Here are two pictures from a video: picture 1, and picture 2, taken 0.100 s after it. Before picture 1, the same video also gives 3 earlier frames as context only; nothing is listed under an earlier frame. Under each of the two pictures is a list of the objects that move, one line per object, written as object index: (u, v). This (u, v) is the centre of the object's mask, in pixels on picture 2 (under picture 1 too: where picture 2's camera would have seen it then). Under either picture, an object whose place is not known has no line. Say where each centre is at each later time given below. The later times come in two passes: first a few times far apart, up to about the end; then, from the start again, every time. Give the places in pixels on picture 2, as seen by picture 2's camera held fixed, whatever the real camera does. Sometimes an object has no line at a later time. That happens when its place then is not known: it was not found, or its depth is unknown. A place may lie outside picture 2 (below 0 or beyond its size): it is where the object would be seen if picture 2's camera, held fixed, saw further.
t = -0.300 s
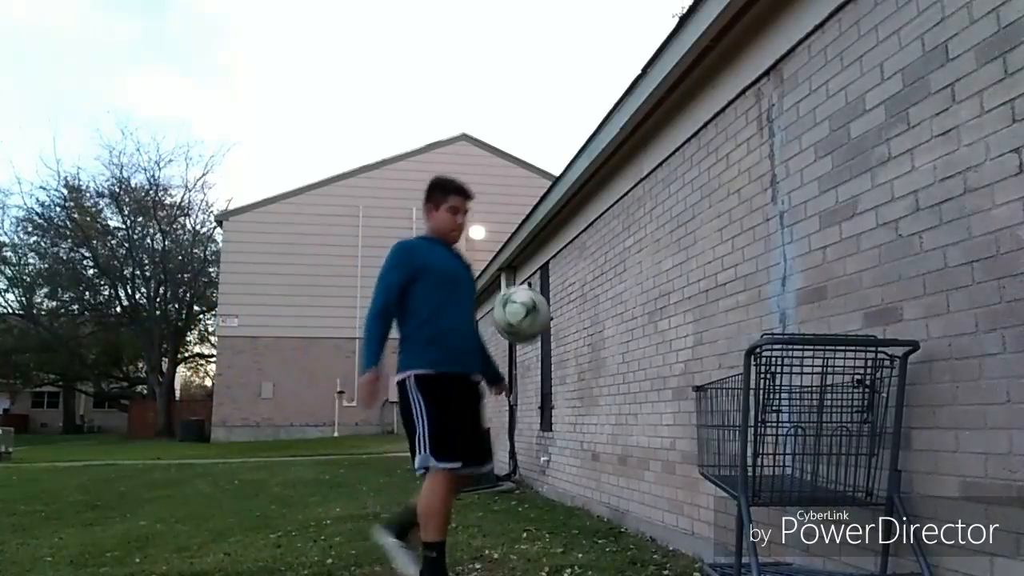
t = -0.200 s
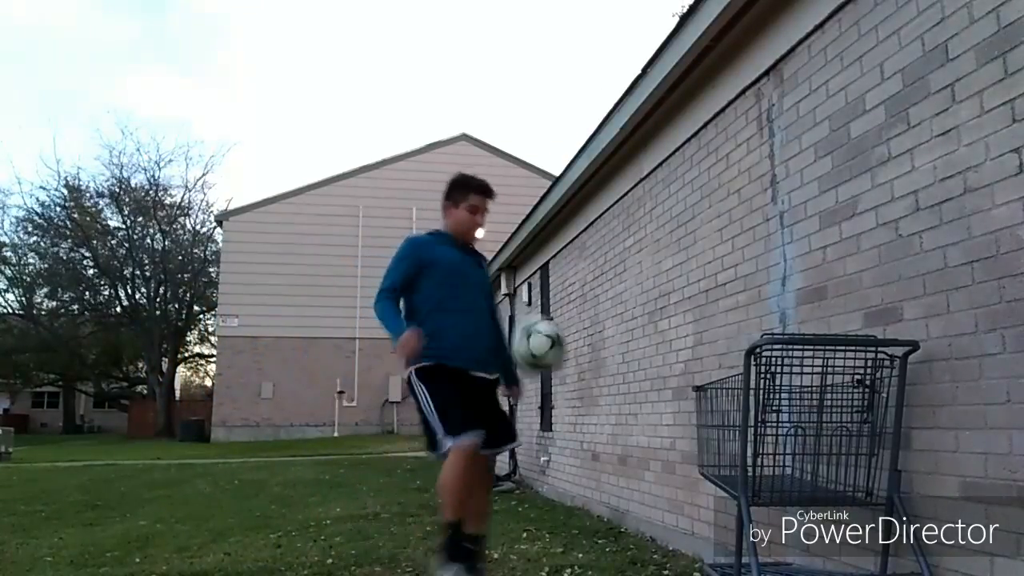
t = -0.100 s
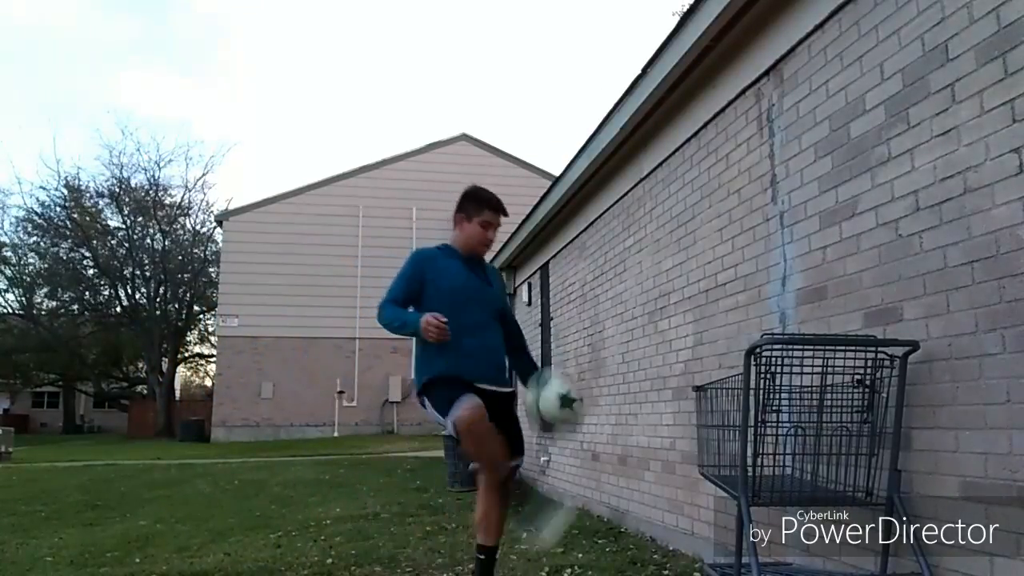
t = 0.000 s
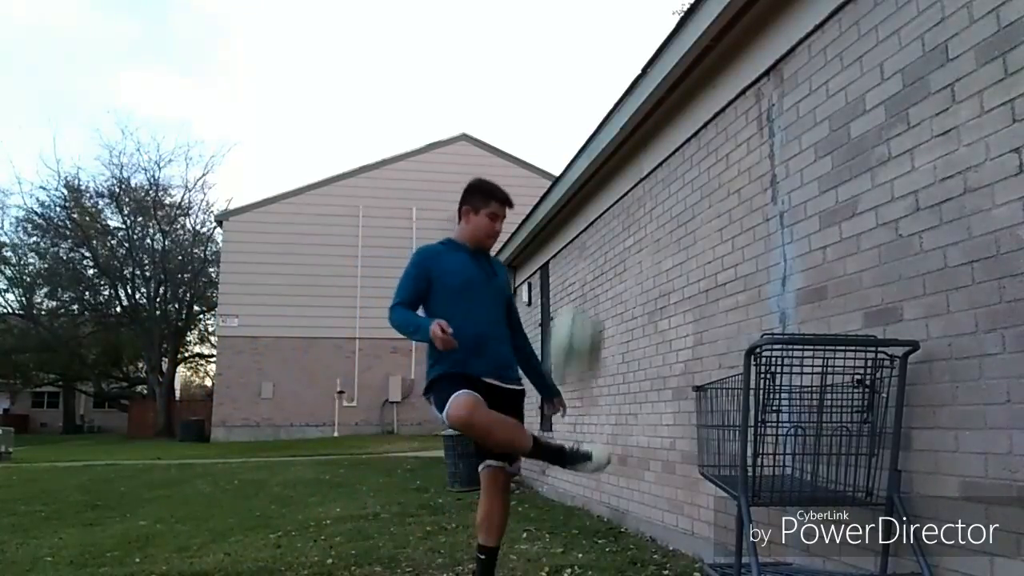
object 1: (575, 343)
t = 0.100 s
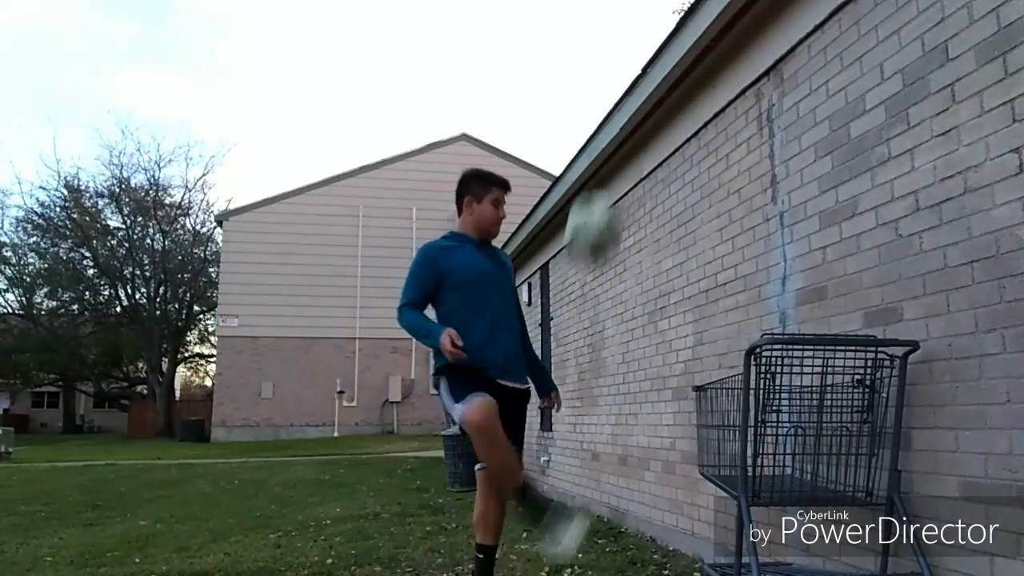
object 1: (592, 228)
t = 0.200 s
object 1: (611, 150)
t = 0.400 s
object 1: (651, 78)
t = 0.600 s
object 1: (686, 94)
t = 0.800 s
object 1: (725, 205)
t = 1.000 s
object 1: (782, 424)
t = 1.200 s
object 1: (777, 382)
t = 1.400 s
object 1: (773, 391)
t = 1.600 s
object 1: (774, 445)
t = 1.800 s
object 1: (786, 435)
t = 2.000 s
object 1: (790, 445)
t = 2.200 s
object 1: (802, 458)
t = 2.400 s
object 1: (806, 461)
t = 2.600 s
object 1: (812, 464)
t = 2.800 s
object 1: (815, 465)
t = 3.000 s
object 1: (818, 465)
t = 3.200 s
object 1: (818, 465)
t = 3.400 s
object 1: (818, 465)
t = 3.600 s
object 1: (818, 465)
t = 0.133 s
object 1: (599, 197)
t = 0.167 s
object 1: (606, 172)
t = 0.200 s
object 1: (611, 150)
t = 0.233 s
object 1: (619, 134)
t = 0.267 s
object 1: (627, 117)
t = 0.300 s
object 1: (633, 104)
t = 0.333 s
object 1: (639, 93)
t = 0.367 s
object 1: (645, 84)
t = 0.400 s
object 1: (651, 78)
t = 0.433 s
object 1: (656, 76)
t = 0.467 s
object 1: (663, 75)
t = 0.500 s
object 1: (668, 76)
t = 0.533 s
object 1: (674, 80)
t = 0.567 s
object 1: (679, 85)
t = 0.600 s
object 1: (686, 94)
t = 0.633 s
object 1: (692, 106)
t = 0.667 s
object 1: (699, 121)
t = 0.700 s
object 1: (706, 137)
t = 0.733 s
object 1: (714, 157)
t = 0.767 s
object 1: (718, 180)
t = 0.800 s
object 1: (725, 205)
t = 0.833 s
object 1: (731, 228)
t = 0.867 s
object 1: (743, 264)
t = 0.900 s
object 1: (750, 295)
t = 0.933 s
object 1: (756, 323)
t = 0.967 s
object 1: (780, 385)
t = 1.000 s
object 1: (782, 424)
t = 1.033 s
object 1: (782, 452)
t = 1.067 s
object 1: (790, 443)
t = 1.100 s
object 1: (788, 425)
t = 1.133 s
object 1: (780, 401)
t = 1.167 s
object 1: (778, 389)
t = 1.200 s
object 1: (777, 382)
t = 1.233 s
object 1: (777, 377)
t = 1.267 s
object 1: (776, 375)
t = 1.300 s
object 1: (775, 375)
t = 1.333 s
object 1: (773, 379)
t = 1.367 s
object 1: (773, 383)
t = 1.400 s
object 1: (773, 391)
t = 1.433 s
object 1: (772, 403)
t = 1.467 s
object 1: (769, 428)
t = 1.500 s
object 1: (768, 440)
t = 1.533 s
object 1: (768, 458)
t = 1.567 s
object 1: (771, 455)
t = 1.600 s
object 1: (774, 445)
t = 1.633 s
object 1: (782, 441)
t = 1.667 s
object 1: (785, 431)
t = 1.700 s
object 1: (787, 427)
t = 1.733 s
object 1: (787, 426)
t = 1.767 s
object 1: (787, 427)
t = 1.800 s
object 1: (786, 435)
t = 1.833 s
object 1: (787, 443)
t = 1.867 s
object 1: (785, 453)
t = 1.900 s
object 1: (785, 459)
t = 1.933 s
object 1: (788, 453)
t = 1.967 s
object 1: (790, 448)
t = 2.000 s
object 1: (790, 445)
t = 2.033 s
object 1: (791, 445)
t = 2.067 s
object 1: (793, 447)
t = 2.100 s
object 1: (795, 451)
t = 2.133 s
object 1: (798, 458)
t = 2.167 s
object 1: (798, 462)
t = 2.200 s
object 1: (802, 458)
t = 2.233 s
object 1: (803, 456)
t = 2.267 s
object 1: (803, 456)
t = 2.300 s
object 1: (805, 459)
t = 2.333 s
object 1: (805, 461)
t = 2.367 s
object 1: (805, 464)
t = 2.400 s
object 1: (806, 461)
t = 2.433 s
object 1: (806, 460)
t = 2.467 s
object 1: (806, 461)
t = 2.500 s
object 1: (809, 463)
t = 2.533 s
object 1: (810, 463)
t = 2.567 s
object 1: (810, 463)
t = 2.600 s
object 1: (812, 464)
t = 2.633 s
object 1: (814, 465)
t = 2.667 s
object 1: (813, 464)
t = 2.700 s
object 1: (814, 465)
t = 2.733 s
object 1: (814, 465)
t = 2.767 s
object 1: (815, 465)
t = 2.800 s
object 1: (815, 465)
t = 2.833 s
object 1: (815, 465)
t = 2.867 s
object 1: (816, 465)
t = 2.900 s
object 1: (816, 465)
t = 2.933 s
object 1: (817, 465)
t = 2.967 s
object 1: (817, 465)
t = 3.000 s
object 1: (818, 465)
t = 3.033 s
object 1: (817, 465)
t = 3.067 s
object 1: (817, 465)
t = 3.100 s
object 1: (818, 465)
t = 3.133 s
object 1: (818, 465)
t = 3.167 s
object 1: (818, 465)
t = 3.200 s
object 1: (818, 465)
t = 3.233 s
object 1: (818, 465)
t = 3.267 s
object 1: (818, 465)
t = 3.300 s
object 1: (819, 465)
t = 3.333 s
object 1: (818, 465)
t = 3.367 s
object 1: (819, 465)
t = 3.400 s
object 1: (818, 465)
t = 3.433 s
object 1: (818, 465)
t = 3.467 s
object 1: (818, 465)
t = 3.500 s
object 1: (818, 465)
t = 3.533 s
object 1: (818, 465)
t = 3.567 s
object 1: (818, 465)
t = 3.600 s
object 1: (818, 465)
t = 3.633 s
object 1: (818, 465)
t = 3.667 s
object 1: (818, 465)
